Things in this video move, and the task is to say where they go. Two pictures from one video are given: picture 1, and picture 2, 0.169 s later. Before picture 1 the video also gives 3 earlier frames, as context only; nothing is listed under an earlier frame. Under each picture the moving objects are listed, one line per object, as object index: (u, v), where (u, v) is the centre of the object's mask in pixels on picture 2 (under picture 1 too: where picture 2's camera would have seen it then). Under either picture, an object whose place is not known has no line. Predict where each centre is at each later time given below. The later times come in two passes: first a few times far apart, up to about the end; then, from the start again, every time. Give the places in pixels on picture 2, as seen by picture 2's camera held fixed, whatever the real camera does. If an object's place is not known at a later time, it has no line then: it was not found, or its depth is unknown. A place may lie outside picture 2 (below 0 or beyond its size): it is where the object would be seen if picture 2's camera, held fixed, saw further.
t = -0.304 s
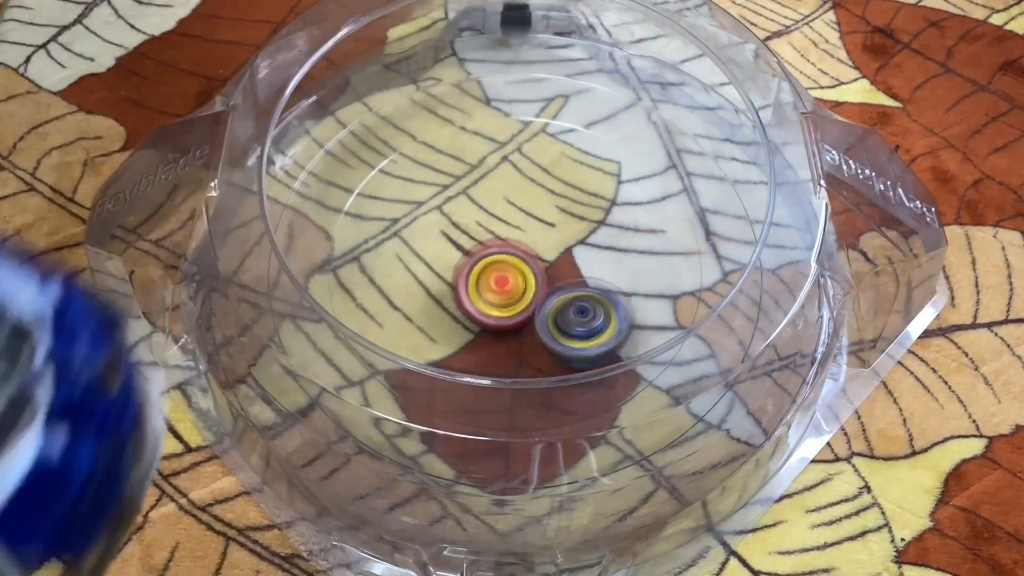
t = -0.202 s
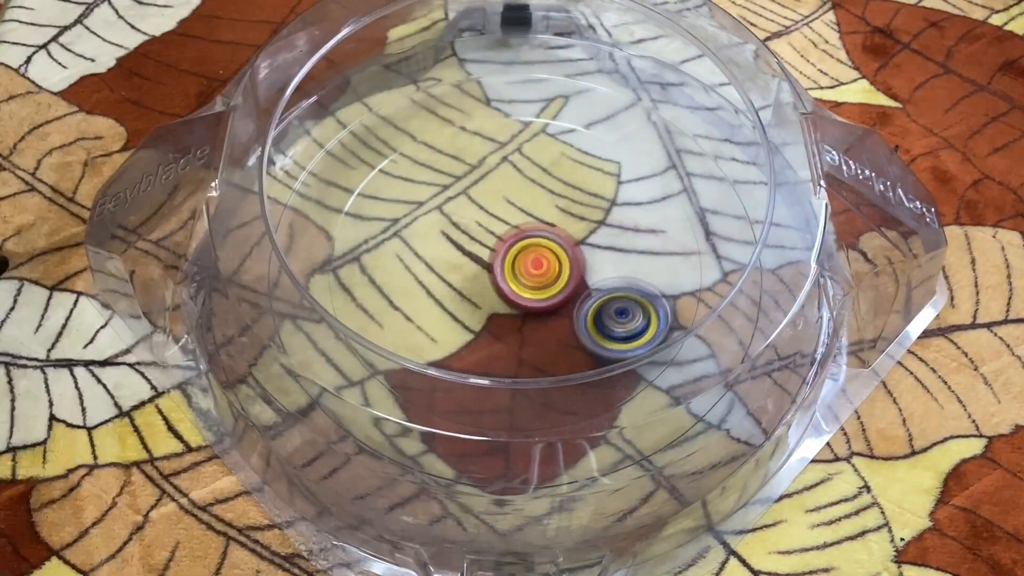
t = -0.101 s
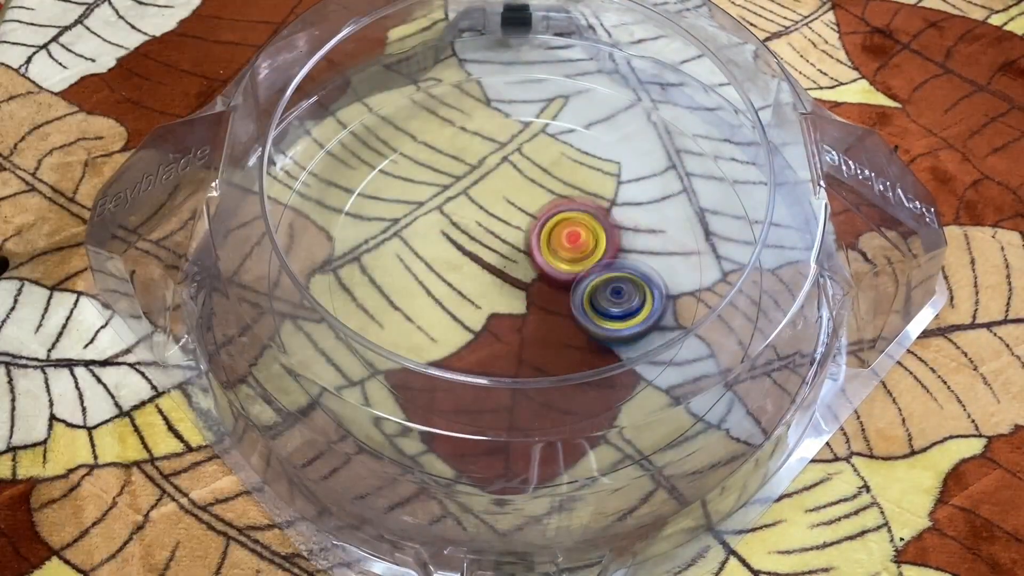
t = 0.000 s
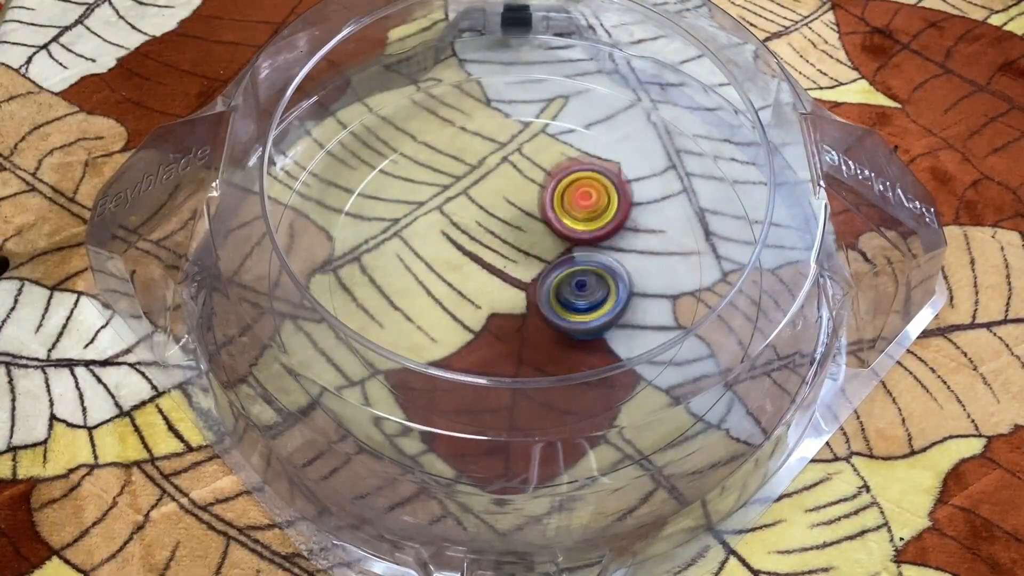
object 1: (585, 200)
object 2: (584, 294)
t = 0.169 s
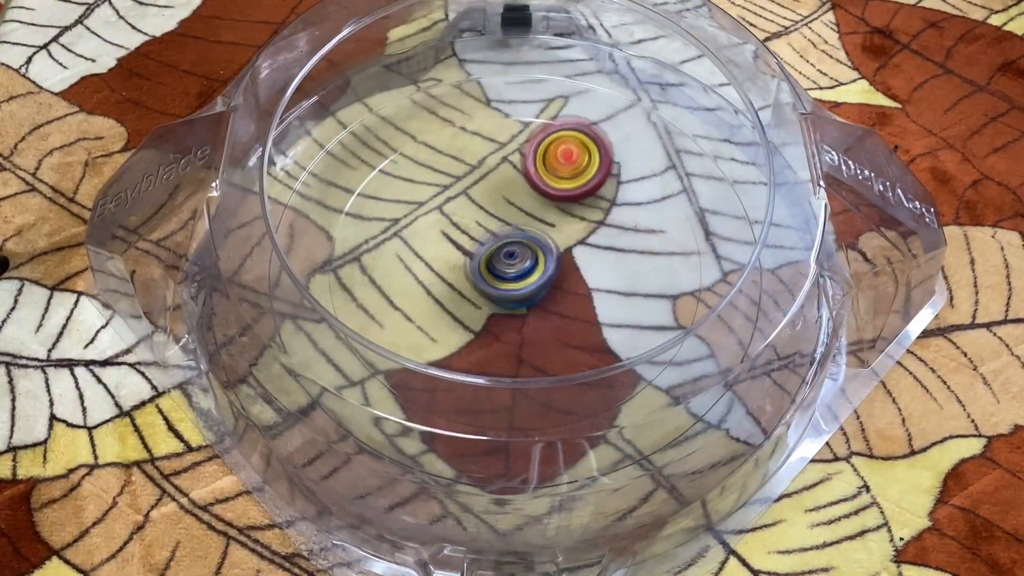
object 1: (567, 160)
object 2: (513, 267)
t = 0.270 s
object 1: (548, 165)
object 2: (481, 260)
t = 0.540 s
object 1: (619, 224)
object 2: (361, 330)
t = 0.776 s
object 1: (610, 245)
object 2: (342, 385)
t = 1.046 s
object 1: (505, 264)
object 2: (385, 370)
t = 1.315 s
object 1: (489, 290)
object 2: (388, 333)
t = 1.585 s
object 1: (572, 301)
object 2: (450, 233)
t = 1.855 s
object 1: (565, 307)
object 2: (518, 202)
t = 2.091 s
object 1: (494, 343)
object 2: (517, 204)
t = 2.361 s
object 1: (474, 349)
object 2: (462, 250)
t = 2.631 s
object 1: (491, 330)
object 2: (483, 248)
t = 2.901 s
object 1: (473, 293)
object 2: (529, 215)
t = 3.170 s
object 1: (359, 346)
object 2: (553, 132)
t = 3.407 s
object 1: (296, 338)
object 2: (434, 242)
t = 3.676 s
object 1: (284, 246)
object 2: (422, 334)
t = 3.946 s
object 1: (309, 173)
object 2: (479, 335)
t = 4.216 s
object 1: (347, 132)
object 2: (515, 272)
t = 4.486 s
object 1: (379, 109)
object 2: (494, 220)
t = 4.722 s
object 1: (405, 90)
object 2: (477, 230)
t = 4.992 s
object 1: (423, 78)
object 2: (501, 250)
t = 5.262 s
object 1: (434, 73)
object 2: (548, 250)
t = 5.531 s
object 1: (460, 69)
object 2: (530, 245)
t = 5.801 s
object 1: (504, 65)
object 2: (549, 262)
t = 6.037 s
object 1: (548, 66)
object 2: (539, 278)
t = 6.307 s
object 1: (584, 83)
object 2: (513, 275)
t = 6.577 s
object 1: (585, 127)
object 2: (505, 267)
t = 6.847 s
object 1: (538, 189)
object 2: (357, 353)
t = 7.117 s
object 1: (570, 303)
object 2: (404, 395)
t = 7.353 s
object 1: (650, 271)
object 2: (470, 367)
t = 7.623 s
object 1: (864, 261)
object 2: (267, 310)
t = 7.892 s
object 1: (868, 218)
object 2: (364, 269)
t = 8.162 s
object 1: (863, 225)
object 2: (553, 187)
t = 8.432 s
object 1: (864, 225)
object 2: (573, 176)
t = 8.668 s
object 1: (864, 225)
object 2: (566, 228)
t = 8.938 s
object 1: (864, 225)
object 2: (562, 237)
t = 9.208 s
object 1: (865, 225)
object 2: (561, 238)
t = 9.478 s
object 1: (865, 225)
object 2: (560, 239)
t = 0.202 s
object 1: (560, 158)
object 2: (500, 264)
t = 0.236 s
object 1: (555, 160)
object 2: (489, 263)
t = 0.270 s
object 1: (548, 165)
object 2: (481, 260)
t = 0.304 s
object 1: (543, 173)
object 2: (476, 260)
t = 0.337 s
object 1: (538, 185)
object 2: (472, 262)
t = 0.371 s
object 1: (534, 199)
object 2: (473, 262)
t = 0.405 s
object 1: (553, 206)
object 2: (446, 279)
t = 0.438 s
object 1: (574, 210)
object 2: (418, 292)
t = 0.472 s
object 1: (592, 215)
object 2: (393, 306)
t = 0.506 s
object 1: (607, 220)
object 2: (375, 318)
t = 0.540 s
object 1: (619, 224)
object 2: (361, 330)
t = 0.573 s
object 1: (627, 229)
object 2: (353, 341)
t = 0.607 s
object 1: (631, 233)
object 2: (349, 351)
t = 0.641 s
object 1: (632, 237)
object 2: (340, 361)
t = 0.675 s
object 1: (630, 239)
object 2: (332, 373)
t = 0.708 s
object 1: (625, 242)
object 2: (328, 381)
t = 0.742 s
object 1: (619, 243)
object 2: (334, 384)
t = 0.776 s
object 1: (610, 245)
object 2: (342, 385)
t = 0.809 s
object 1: (600, 246)
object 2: (351, 383)
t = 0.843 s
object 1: (588, 248)
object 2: (359, 382)
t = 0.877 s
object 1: (575, 250)
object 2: (367, 381)
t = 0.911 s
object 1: (561, 252)
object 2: (372, 379)
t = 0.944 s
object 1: (547, 254)
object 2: (377, 379)
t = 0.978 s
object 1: (533, 257)
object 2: (379, 377)
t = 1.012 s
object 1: (518, 260)
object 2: (382, 375)
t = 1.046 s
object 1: (505, 264)
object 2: (385, 370)
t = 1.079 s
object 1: (494, 267)
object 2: (386, 368)
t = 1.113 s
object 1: (486, 271)
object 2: (386, 366)
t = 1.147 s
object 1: (480, 274)
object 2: (385, 363)
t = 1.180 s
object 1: (476, 278)
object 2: (383, 358)
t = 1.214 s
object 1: (475, 282)
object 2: (383, 354)
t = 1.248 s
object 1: (478, 287)
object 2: (381, 348)
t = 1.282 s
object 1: (483, 288)
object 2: (383, 342)
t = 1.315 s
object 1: (489, 290)
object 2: (388, 333)
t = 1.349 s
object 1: (496, 291)
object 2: (395, 325)
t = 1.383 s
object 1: (504, 291)
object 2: (406, 314)
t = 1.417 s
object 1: (513, 290)
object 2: (416, 305)
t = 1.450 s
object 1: (522, 290)
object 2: (428, 294)
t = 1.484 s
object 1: (537, 294)
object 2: (431, 278)
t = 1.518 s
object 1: (549, 298)
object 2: (436, 261)
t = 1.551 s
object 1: (561, 299)
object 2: (442, 246)
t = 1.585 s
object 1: (572, 301)
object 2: (450, 233)
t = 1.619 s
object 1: (577, 301)
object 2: (459, 221)
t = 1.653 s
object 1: (582, 302)
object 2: (470, 213)
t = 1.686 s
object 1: (586, 302)
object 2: (479, 204)
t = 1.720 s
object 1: (587, 302)
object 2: (488, 198)
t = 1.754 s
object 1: (585, 303)
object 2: (497, 194)
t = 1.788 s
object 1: (583, 304)
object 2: (505, 194)
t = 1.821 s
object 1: (571, 306)
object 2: (516, 196)
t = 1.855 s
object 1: (565, 307)
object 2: (518, 202)
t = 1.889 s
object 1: (558, 307)
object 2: (520, 211)
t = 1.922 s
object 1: (550, 307)
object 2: (519, 221)
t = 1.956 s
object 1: (541, 305)
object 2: (516, 232)
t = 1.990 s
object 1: (528, 320)
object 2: (518, 222)
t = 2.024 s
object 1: (515, 330)
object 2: (520, 213)
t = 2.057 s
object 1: (503, 338)
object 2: (519, 208)
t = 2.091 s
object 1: (494, 343)
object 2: (517, 204)
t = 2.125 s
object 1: (487, 346)
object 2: (514, 202)
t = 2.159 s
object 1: (483, 349)
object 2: (509, 202)
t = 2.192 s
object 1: (477, 357)
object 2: (505, 207)
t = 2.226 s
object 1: (475, 358)
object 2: (496, 213)
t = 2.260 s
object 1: (473, 359)
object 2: (488, 221)
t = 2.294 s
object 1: (473, 358)
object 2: (479, 231)
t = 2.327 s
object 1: (475, 350)
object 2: (470, 242)
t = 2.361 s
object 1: (474, 349)
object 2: (462, 250)
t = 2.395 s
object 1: (476, 347)
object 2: (459, 257)
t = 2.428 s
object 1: (477, 343)
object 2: (456, 263)
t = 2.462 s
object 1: (480, 340)
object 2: (456, 267)
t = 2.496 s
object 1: (484, 340)
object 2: (459, 263)
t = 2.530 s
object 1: (486, 339)
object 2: (462, 257)
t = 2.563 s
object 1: (488, 337)
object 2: (467, 252)
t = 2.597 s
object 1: (489, 334)
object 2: (475, 250)
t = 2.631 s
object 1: (491, 330)
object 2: (483, 248)
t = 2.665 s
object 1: (491, 324)
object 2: (493, 248)
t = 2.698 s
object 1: (490, 321)
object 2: (501, 242)
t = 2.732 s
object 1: (488, 317)
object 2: (510, 238)
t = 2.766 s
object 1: (486, 312)
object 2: (517, 233)
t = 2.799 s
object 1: (484, 307)
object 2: (521, 228)
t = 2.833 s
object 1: (482, 300)
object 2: (524, 225)
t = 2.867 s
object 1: (481, 293)
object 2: (524, 225)
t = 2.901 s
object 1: (473, 293)
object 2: (529, 215)
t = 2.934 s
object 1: (455, 300)
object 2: (544, 195)
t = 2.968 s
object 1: (438, 308)
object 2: (554, 175)
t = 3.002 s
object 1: (421, 315)
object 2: (563, 157)
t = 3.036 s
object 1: (407, 320)
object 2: (566, 148)
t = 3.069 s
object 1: (396, 322)
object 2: (569, 138)
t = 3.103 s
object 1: (378, 333)
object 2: (566, 131)
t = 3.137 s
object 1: (366, 339)
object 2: (561, 128)
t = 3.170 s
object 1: (359, 346)
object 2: (553, 132)
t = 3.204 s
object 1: (349, 352)
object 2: (541, 136)
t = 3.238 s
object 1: (338, 356)
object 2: (528, 146)
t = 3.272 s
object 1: (322, 361)
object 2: (512, 158)
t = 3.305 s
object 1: (309, 357)
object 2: (494, 175)
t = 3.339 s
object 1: (301, 350)
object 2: (474, 195)
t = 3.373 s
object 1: (304, 343)
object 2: (452, 218)
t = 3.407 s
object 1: (296, 338)
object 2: (434, 242)
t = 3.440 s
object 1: (290, 330)
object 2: (420, 263)
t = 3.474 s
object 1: (291, 315)
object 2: (410, 284)
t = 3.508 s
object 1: (284, 304)
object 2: (404, 300)
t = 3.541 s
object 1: (280, 293)
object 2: (402, 311)
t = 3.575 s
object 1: (284, 283)
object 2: (405, 319)
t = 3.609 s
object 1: (286, 270)
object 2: (409, 325)
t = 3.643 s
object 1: (289, 258)
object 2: (413, 332)
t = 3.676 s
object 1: (284, 246)
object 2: (422, 334)
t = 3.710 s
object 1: (281, 236)
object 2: (429, 338)
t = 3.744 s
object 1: (279, 224)
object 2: (434, 338)
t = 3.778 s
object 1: (288, 217)
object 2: (440, 346)
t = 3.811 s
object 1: (295, 209)
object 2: (449, 341)
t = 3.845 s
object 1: (306, 201)
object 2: (457, 340)
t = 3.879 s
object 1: (308, 193)
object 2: (464, 340)
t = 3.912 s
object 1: (310, 184)
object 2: (472, 337)
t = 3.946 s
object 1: (309, 173)
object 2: (479, 335)
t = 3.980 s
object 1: (309, 164)
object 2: (486, 329)
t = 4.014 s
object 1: (311, 157)
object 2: (493, 322)
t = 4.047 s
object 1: (318, 154)
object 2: (499, 314)
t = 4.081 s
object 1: (326, 151)
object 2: (504, 305)
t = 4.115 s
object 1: (334, 148)
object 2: (507, 297)
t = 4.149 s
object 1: (340, 145)
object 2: (510, 288)
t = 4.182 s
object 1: (344, 138)
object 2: (513, 279)
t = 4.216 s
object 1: (347, 132)
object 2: (515, 272)
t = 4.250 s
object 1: (348, 125)
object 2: (515, 265)
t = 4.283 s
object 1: (348, 116)
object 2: (514, 256)
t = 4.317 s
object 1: (351, 112)
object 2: (513, 249)
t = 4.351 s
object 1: (359, 115)
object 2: (511, 242)
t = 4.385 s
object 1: (365, 115)
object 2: (507, 236)
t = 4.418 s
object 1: (370, 114)
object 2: (502, 229)
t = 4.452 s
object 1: (375, 112)
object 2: (498, 224)
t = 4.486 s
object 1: (379, 109)
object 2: (494, 220)
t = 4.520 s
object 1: (381, 104)
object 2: (490, 215)
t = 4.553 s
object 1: (382, 98)
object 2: (484, 211)
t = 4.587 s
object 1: (383, 91)
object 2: (480, 209)
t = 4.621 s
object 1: (388, 90)
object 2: (477, 210)
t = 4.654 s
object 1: (397, 94)
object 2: (474, 217)
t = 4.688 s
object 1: (401, 93)
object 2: (475, 223)
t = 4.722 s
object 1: (405, 90)
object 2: (477, 230)
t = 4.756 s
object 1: (409, 86)
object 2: (479, 237)
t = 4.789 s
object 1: (410, 80)
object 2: (481, 242)
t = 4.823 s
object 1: (413, 79)
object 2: (484, 246)
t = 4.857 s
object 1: (415, 81)
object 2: (488, 250)
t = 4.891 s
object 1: (417, 83)
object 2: (490, 253)
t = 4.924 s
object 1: (419, 83)
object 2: (491, 254)
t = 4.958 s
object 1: (421, 82)
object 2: (494, 250)
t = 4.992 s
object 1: (423, 78)
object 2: (501, 250)
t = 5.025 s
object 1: (425, 75)
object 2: (510, 250)
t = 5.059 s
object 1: (426, 75)
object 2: (517, 251)
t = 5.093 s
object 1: (425, 77)
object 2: (525, 251)
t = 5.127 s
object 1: (425, 79)
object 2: (534, 251)
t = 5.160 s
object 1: (426, 81)
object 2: (543, 252)
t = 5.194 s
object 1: (427, 79)
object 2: (548, 251)
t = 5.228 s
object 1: (430, 76)
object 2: (549, 251)
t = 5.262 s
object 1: (434, 73)
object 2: (548, 250)
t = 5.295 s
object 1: (436, 73)
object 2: (546, 251)
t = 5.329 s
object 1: (436, 75)
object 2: (544, 249)
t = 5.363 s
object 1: (439, 76)
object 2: (540, 249)
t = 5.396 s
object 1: (442, 75)
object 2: (537, 248)
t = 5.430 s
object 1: (447, 73)
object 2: (534, 248)
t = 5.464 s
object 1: (453, 68)
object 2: (530, 247)
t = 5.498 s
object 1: (457, 66)
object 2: (530, 246)
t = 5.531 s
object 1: (460, 69)
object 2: (530, 245)
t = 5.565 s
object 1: (464, 69)
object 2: (532, 246)
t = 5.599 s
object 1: (469, 68)
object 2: (535, 246)
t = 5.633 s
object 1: (477, 66)
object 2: (537, 248)
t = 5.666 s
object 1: (484, 63)
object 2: (540, 251)
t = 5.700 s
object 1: (488, 64)
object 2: (543, 253)
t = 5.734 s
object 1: (492, 66)
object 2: (546, 256)
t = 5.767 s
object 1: (497, 66)
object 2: (548, 259)
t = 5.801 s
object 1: (504, 65)
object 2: (549, 262)
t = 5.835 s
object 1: (511, 65)
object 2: (549, 265)
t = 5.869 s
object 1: (518, 65)
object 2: (549, 267)
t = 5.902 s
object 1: (526, 65)
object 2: (548, 270)
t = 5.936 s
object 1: (533, 64)
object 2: (547, 273)
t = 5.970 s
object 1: (539, 63)
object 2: (545, 275)
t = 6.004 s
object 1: (544, 65)
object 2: (542, 277)
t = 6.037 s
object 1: (548, 66)
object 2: (539, 278)
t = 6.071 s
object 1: (553, 68)
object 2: (535, 279)
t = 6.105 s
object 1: (557, 69)
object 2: (531, 279)
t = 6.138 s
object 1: (564, 70)
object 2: (527, 279)
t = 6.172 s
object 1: (568, 72)
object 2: (524, 279)
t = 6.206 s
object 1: (572, 74)
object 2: (521, 279)
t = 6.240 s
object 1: (577, 78)
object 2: (518, 278)
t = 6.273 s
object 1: (580, 80)
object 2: (515, 277)
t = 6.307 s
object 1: (584, 83)
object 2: (513, 275)
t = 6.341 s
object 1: (587, 86)
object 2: (511, 273)
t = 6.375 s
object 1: (590, 91)
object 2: (509, 272)
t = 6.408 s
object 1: (591, 95)
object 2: (508, 271)
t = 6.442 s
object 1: (595, 99)
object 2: (507, 269)
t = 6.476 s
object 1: (595, 104)
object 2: (506, 269)
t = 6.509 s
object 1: (596, 109)
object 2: (506, 268)
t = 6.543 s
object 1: (592, 116)
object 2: (506, 268)
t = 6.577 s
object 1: (585, 127)
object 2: (505, 267)
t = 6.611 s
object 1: (573, 138)
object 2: (504, 266)
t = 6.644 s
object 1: (566, 145)
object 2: (504, 264)
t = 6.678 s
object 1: (539, 166)
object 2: (502, 263)
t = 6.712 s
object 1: (516, 182)
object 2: (502, 262)
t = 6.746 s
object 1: (512, 185)
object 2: (473, 280)
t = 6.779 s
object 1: (524, 182)
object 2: (434, 301)
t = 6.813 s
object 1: (533, 183)
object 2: (399, 316)
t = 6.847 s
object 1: (538, 189)
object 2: (357, 353)
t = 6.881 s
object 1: (542, 202)
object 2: (315, 384)
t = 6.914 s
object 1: (545, 219)
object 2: (292, 407)
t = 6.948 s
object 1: (548, 237)
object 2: (309, 403)
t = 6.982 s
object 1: (552, 256)
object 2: (331, 400)
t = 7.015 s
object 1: (556, 271)
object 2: (354, 399)
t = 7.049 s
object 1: (561, 283)
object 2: (374, 397)
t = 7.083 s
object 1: (566, 295)
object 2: (392, 395)
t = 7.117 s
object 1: (570, 303)
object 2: (404, 395)
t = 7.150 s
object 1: (572, 308)
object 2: (421, 390)
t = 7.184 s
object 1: (574, 311)
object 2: (438, 385)
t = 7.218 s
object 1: (577, 313)
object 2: (458, 382)
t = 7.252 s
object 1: (580, 312)
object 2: (481, 377)
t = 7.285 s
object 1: (582, 312)
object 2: (504, 368)
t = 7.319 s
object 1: (590, 306)
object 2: (520, 351)
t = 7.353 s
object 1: (650, 271)
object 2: (470, 367)
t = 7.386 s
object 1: (705, 233)
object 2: (419, 370)
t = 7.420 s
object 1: (751, 201)
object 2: (375, 361)
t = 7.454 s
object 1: (791, 178)
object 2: (335, 361)
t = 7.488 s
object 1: (802, 180)
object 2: (301, 352)
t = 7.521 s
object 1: (830, 215)
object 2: (273, 328)
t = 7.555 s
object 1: (846, 226)
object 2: (266, 318)
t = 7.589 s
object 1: (862, 248)
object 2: (265, 313)
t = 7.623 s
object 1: (864, 261)
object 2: (267, 310)
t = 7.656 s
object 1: (869, 261)
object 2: (271, 309)
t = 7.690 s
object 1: (872, 263)
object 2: (279, 307)
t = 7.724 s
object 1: (884, 258)
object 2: (292, 304)
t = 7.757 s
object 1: (881, 256)
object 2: (300, 299)
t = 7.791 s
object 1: (878, 255)
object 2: (315, 291)
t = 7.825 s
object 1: (876, 238)
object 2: (329, 281)
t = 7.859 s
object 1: (871, 224)
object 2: (346, 274)
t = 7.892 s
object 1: (868, 218)
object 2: (364, 269)
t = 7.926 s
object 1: (862, 216)
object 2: (385, 261)
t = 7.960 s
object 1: (862, 220)
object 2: (410, 251)
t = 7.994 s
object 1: (863, 225)
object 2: (436, 243)
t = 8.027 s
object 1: (864, 226)
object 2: (462, 234)
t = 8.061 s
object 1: (863, 225)
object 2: (489, 222)
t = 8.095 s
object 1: (863, 225)
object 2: (514, 210)
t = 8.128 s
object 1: (862, 225)
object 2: (536, 198)
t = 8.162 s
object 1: (863, 225)
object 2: (553, 187)
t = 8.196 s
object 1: (863, 225)
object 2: (567, 177)
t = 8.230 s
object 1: (863, 225)
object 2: (577, 171)
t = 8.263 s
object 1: (863, 225)
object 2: (579, 165)
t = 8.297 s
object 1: (864, 225)
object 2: (585, 165)
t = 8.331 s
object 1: (864, 225)
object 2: (581, 167)
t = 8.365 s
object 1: (864, 225)
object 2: (578, 169)
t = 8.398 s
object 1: (864, 225)
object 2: (577, 171)
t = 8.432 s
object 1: (864, 225)
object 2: (573, 176)
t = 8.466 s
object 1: (864, 225)
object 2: (567, 182)
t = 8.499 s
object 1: (864, 225)
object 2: (567, 188)
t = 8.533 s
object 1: (864, 225)
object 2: (567, 197)
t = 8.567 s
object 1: (864, 225)
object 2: (562, 202)
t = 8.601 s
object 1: (864, 225)
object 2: (561, 211)
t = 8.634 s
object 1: (864, 225)
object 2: (564, 219)
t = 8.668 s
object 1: (864, 225)
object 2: (566, 228)
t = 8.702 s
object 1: (864, 225)
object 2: (569, 235)
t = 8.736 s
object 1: (864, 225)
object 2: (570, 239)
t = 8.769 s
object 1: (864, 225)
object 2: (570, 242)
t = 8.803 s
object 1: (864, 225)
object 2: (570, 243)
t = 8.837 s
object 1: (864, 225)
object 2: (569, 242)
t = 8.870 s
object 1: (864, 225)
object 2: (567, 241)
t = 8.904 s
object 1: (864, 225)
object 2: (565, 239)
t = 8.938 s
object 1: (864, 225)
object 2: (562, 237)
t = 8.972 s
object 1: (864, 225)
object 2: (560, 235)
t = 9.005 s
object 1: (864, 225)
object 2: (559, 232)
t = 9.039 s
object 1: (864, 225)
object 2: (559, 231)
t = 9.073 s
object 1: (864, 225)
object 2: (559, 232)
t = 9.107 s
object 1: (864, 225)
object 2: (559, 234)
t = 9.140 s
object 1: (864, 225)
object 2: (559, 236)
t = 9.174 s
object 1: (864, 225)
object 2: (560, 237)
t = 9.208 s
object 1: (865, 225)
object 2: (561, 238)
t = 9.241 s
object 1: (865, 225)
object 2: (561, 239)
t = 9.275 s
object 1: (865, 225)
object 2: (562, 239)
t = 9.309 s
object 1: (865, 225)
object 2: (562, 239)
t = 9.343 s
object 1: (865, 225)
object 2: (562, 239)
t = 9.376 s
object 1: (865, 225)
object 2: (562, 239)
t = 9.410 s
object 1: (865, 225)
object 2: (562, 239)
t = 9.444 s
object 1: (865, 225)
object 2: (561, 239)
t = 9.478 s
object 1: (865, 225)
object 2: (560, 239)
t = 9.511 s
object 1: (865, 225)
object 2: (560, 238)
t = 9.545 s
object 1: (865, 225)
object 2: (559, 237)
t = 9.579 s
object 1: (865, 225)
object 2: (558, 235)
